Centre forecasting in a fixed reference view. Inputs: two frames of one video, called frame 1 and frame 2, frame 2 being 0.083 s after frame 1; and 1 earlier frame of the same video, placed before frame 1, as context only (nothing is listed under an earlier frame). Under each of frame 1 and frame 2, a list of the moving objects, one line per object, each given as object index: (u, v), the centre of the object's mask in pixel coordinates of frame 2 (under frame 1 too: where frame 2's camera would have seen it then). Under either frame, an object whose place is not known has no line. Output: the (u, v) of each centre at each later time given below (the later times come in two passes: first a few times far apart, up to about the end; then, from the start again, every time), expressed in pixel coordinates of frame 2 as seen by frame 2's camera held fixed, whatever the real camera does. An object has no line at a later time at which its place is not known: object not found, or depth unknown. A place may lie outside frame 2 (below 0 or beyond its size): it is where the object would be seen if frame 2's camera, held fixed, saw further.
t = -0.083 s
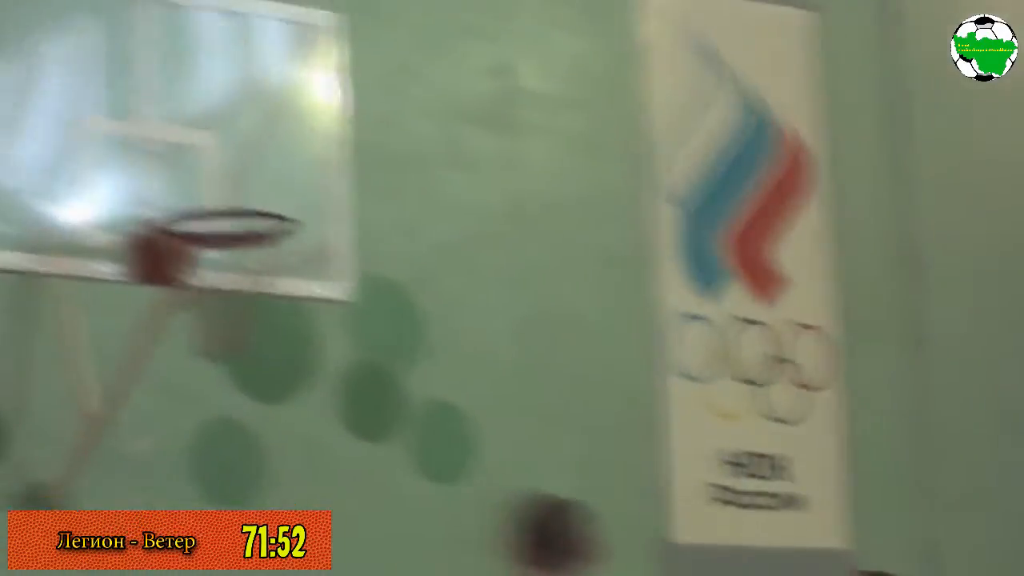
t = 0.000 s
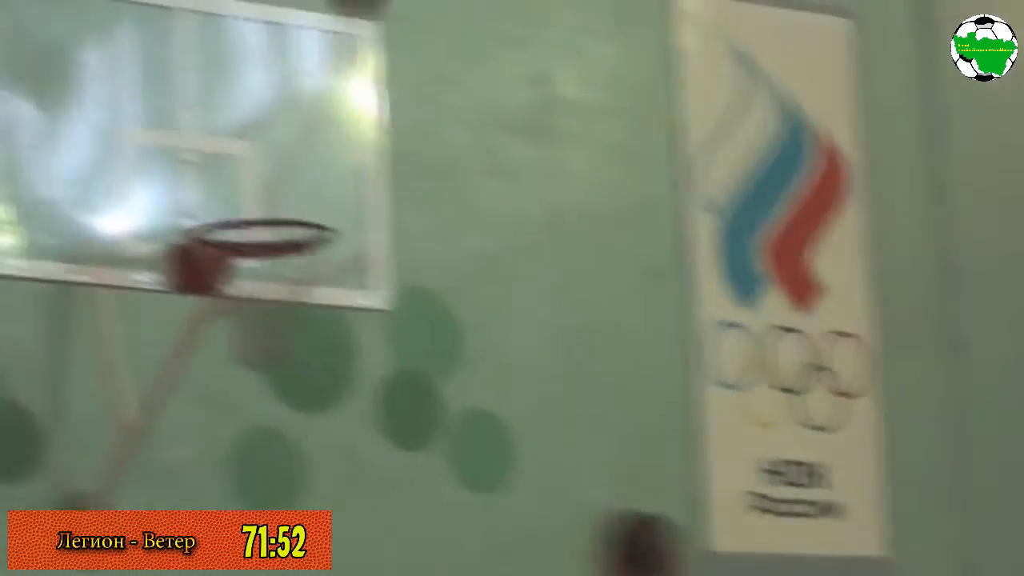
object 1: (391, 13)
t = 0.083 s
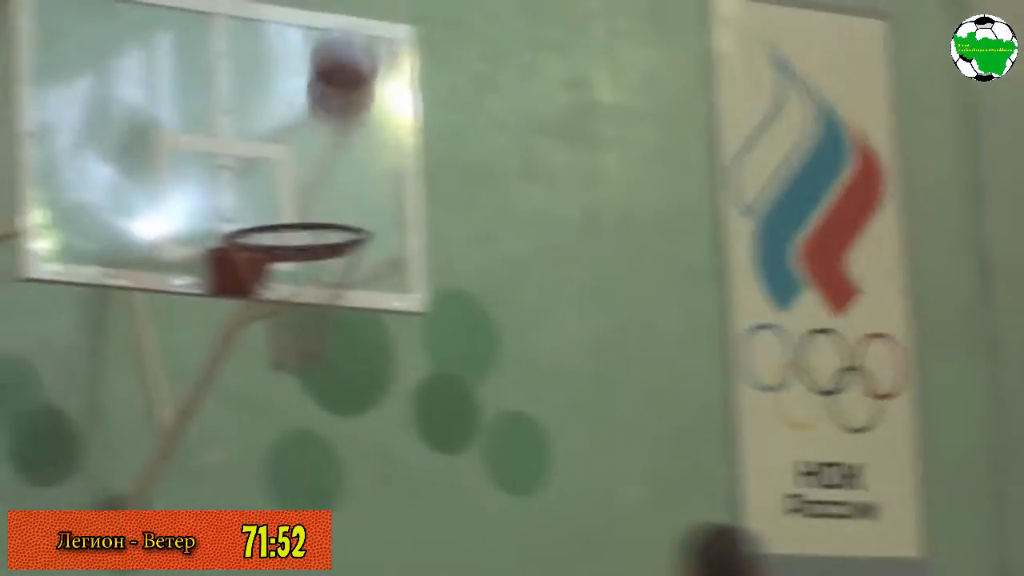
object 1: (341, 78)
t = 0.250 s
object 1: (298, 173)
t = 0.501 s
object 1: (354, 86)
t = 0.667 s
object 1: (399, 131)
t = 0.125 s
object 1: (320, 134)
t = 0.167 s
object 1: (293, 195)
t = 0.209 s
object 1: (289, 198)
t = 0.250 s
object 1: (298, 173)
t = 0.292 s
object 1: (306, 145)
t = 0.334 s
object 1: (315, 124)
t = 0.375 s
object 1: (324, 108)
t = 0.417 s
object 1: (333, 97)
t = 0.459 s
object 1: (345, 88)
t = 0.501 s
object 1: (354, 86)
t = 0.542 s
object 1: (364, 88)
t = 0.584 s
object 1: (375, 96)
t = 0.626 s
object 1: (387, 111)
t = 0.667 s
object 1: (399, 131)
